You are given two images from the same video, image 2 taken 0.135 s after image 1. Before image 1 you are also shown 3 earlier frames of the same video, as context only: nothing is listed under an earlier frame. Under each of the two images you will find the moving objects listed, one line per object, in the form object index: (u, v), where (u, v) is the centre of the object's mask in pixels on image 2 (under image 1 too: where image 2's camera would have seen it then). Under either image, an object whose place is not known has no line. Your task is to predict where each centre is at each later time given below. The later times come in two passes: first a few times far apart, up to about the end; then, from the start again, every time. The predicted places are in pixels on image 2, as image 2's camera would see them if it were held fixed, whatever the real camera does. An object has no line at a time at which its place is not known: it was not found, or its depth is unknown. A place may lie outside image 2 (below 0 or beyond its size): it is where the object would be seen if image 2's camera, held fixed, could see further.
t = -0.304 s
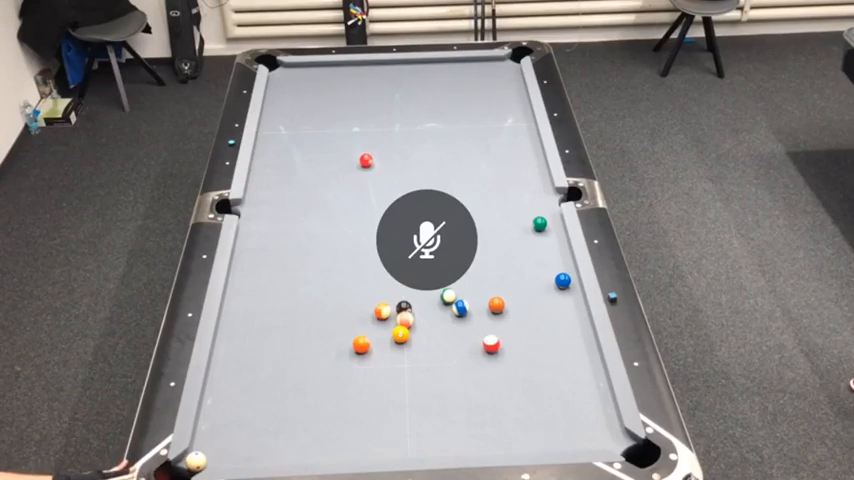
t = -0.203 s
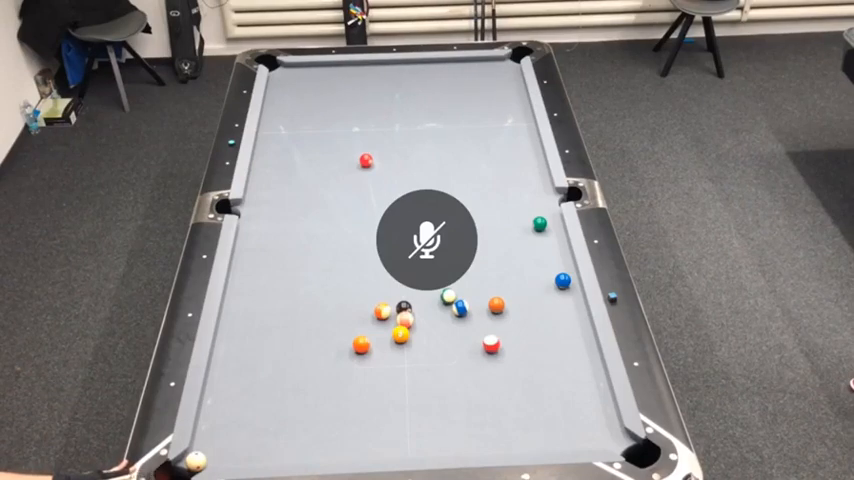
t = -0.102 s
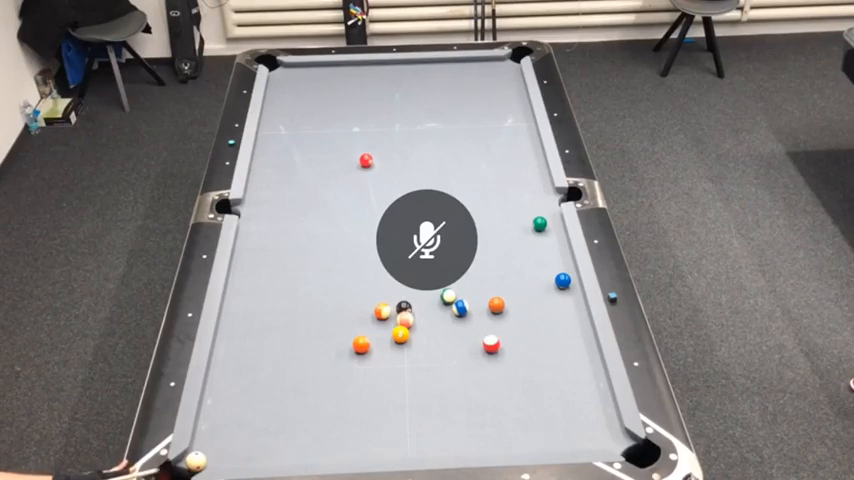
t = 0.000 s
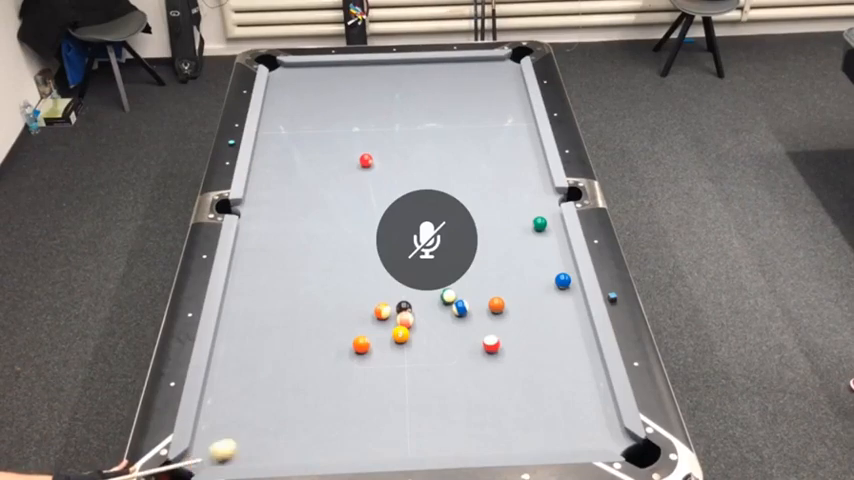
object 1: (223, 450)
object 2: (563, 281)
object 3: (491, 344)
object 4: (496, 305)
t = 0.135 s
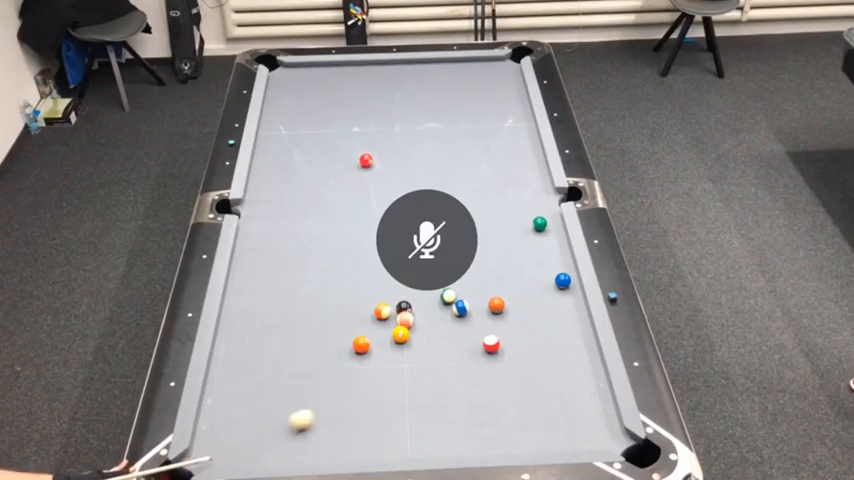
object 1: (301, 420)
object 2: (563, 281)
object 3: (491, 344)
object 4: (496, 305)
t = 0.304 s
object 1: (382, 388)
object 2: (563, 281)
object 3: (491, 344)
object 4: (496, 305)
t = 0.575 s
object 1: (486, 356)
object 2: (563, 281)
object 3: (516, 327)
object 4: (496, 305)
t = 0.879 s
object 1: (530, 359)
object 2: (561, 280)
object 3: (572, 290)
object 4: (496, 305)
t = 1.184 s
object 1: (575, 360)
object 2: (544, 262)
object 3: (551, 294)
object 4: (496, 305)
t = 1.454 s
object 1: (585, 363)
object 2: (531, 248)
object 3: (533, 297)
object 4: (496, 305)
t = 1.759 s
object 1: (562, 368)
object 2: (517, 234)
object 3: (516, 300)
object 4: (496, 305)
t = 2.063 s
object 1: (540, 372)
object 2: (505, 222)
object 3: (509, 301)
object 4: (490, 306)
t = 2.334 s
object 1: (523, 375)
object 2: (496, 212)
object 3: (508, 302)
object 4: (483, 307)
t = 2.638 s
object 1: (505, 378)
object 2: (486, 203)
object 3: (508, 301)
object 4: (477, 308)
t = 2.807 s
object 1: (496, 380)
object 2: (482, 197)
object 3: (509, 301)
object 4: (476, 308)
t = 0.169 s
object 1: (319, 413)
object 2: (563, 281)
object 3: (491, 344)
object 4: (496, 305)
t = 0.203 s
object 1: (335, 407)
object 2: (563, 281)
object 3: (491, 344)
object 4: (496, 305)
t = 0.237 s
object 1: (351, 401)
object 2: (563, 281)
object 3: (491, 344)
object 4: (496, 305)
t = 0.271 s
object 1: (367, 395)
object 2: (563, 281)
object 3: (491, 344)
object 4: (496, 305)
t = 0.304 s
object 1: (382, 388)
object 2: (563, 281)
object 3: (491, 344)
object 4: (496, 305)
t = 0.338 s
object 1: (398, 383)
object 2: (563, 281)
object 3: (491, 344)
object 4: (496, 305)
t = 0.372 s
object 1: (413, 377)
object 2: (563, 281)
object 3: (491, 344)
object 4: (496, 305)
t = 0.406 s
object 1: (428, 371)
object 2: (563, 281)
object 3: (491, 344)
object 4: (496, 305)
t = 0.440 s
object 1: (443, 365)
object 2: (563, 281)
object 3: (491, 344)
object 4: (496, 305)
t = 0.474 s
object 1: (458, 360)
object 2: (563, 281)
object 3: (491, 344)
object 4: (496, 305)
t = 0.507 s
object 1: (471, 355)
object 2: (563, 281)
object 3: (491, 344)
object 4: (496, 305)
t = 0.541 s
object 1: (482, 355)
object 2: (563, 281)
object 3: (507, 334)
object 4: (496, 305)
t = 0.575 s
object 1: (486, 356)
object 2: (563, 281)
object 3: (516, 327)
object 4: (496, 305)
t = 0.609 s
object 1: (489, 357)
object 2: (563, 281)
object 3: (526, 322)
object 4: (496, 305)
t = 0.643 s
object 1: (494, 358)
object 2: (563, 281)
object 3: (535, 317)
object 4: (496, 305)
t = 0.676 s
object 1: (499, 358)
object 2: (563, 281)
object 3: (542, 312)
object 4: (496, 305)
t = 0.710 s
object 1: (504, 358)
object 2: (563, 281)
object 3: (549, 308)
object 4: (496, 305)
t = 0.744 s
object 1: (509, 359)
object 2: (563, 281)
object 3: (556, 303)
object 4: (496, 305)
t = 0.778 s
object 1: (515, 359)
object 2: (563, 280)
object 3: (562, 300)
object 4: (496, 305)
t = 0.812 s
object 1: (520, 359)
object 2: (562, 280)
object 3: (568, 296)
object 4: (496, 305)
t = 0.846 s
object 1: (525, 359)
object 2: (562, 280)
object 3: (576, 291)
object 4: (496, 305)
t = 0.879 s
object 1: (530, 359)
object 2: (561, 280)
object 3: (572, 290)
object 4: (496, 305)
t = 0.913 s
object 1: (535, 359)
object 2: (559, 277)
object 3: (569, 291)
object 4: (496, 305)
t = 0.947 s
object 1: (540, 359)
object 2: (557, 275)
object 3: (566, 291)
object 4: (496, 305)
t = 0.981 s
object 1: (545, 360)
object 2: (555, 273)
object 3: (564, 292)
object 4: (496, 305)
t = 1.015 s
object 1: (550, 360)
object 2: (553, 271)
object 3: (562, 293)
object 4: (497, 305)
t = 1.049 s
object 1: (555, 360)
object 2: (551, 269)
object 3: (559, 293)
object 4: (496, 305)
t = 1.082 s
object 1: (560, 360)
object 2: (549, 267)
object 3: (556, 293)
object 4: (496, 305)
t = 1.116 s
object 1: (565, 360)
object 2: (548, 266)
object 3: (555, 293)
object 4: (496, 305)
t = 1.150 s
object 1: (570, 360)
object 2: (546, 264)
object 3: (553, 294)
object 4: (496, 305)
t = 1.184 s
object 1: (575, 360)
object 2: (544, 262)
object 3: (551, 294)
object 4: (496, 305)
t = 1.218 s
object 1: (579, 361)
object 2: (542, 260)
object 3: (548, 295)
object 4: (496, 305)
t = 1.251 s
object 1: (584, 361)
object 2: (540, 258)
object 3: (546, 295)
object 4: (496, 305)
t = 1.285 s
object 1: (590, 361)
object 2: (539, 256)
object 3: (544, 295)
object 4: (496, 305)
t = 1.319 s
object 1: (594, 361)
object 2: (537, 255)
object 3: (542, 295)
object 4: (496, 305)
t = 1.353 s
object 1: (593, 362)
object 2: (535, 254)
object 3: (540, 297)
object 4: (496, 305)
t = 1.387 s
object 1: (590, 362)
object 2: (534, 252)
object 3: (537, 297)
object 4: (496, 305)
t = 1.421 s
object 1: (588, 363)
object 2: (532, 250)
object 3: (535, 297)
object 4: (496, 305)
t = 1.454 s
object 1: (585, 363)
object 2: (531, 248)
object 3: (533, 297)
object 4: (496, 305)
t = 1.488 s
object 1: (582, 364)
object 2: (529, 247)
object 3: (532, 298)
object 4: (496, 305)
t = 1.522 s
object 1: (579, 364)
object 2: (528, 245)
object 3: (530, 298)
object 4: (496, 305)
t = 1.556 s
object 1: (577, 365)
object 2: (526, 244)
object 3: (528, 299)
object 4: (496, 305)
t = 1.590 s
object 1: (574, 365)
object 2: (524, 242)
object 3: (526, 298)
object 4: (496, 305)
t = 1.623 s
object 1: (572, 366)
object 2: (523, 240)
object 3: (523, 299)
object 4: (496, 305)
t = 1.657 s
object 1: (569, 366)
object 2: (521, 239)
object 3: (522, 299)
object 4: (496, 305)
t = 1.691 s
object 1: (567, 367)
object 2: (520, 238)
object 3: (520, 299)
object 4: (496, 305)
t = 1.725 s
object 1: (564, 367)
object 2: (519, 236)
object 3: (518, 300)
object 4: (496, 305)
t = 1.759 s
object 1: (562, 368)
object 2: (517, 234)
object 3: (516, 300)
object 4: (496, 305)
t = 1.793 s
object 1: (559, 368)
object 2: (516, 233)
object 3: (514, 300)
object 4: (496, 305)
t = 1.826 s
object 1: (557, 369)
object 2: (514, 232)
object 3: (512, 301)
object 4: (496, 305)
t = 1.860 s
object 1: (554, 369)
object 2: (513, 230)
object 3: (511, 301)
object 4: (496, 305)
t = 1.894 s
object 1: (552, 370)
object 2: (511, 229)
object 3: (511, 301)
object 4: (495, 305)
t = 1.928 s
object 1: (549, 370)
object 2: (510, 228)
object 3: (511, 301)
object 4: (494, 305)
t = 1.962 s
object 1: (547, 371)
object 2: (509, 226)
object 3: (510, 301)
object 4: (493, 306)
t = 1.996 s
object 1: (545, 371)
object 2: (508, 225)
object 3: (509, 301)
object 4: (492, 306)
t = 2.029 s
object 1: (542, 371)
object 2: (507, 223)
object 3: (510, 301)
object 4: (491, 306)
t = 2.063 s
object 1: (540, 372)
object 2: (505, 222)
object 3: (509, 301)
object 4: (490, 306)
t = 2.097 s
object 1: (538, 372)
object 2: (504, 221)
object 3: (509, 302)
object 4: (489, 306)
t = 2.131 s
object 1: (536, 373)
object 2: (503, 220)
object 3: (509, 302)
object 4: (487, 306)
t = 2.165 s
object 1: (533, 373)
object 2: (502, 218)
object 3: (508, 302)
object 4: (487, 306)
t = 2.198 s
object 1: (531, 374)
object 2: (500, 217)
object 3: (508, 302)
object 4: (486, 307)
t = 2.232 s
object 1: (529, 374)
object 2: (499, 216)
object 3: (508, 302)
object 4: (485, 307)
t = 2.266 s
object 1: (527, 374)
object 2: (498, 215)
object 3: (508, 302)
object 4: (484, 307)
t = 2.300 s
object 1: (525, 375)
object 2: (497, 214)
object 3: (508, 302)
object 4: (483, 307)
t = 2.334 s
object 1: (523, 375)
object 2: (496, 212)
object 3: (508, 302)
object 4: (483, 307)
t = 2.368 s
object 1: (521, 376)
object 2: (495, 211)
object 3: (508, 302)
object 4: (482, 307)
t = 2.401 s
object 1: (519, 376)
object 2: (494, 210)
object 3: (508, 302)
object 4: (481, 307)
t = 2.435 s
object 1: (517, 376)
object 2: (493, 209)
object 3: (508, 302)
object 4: (480, 307)
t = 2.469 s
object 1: (515, 377)
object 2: (491, 208)
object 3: (508, 302)
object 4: (479, 307)
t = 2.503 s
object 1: (513, 377)
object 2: (490, 207)
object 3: (508, 301)
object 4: (479, 307)
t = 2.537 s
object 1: (511, 377)
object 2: (489, 205)
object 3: (508, 302)
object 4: (478, 308)
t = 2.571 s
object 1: (509, 378)
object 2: (488, 205)
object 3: (508, 301)
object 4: (477, 308)
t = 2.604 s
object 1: (507, 378)
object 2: (487, 204)
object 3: (508, 301)
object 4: (477, 308)
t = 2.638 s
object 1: (505, 378)
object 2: (486, 203)
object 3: (508, 301)
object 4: (477, 308)
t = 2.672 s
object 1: (503, 379)
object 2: (486, 201)
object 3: (508, 301)
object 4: (477, 308)
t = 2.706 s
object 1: (501, 379)
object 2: (484, 200)
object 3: (508, 301)
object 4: (476, 308)
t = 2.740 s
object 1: (500, 379)
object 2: (483, 199)
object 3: (508, 301)
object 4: (476, 308)
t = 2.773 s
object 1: (498, 380)
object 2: (483, 198)
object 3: (508, 301)
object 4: (476, 308)
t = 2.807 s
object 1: (496, 380)
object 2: (482, 197)
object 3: (509, 301)
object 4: (476, 308)
